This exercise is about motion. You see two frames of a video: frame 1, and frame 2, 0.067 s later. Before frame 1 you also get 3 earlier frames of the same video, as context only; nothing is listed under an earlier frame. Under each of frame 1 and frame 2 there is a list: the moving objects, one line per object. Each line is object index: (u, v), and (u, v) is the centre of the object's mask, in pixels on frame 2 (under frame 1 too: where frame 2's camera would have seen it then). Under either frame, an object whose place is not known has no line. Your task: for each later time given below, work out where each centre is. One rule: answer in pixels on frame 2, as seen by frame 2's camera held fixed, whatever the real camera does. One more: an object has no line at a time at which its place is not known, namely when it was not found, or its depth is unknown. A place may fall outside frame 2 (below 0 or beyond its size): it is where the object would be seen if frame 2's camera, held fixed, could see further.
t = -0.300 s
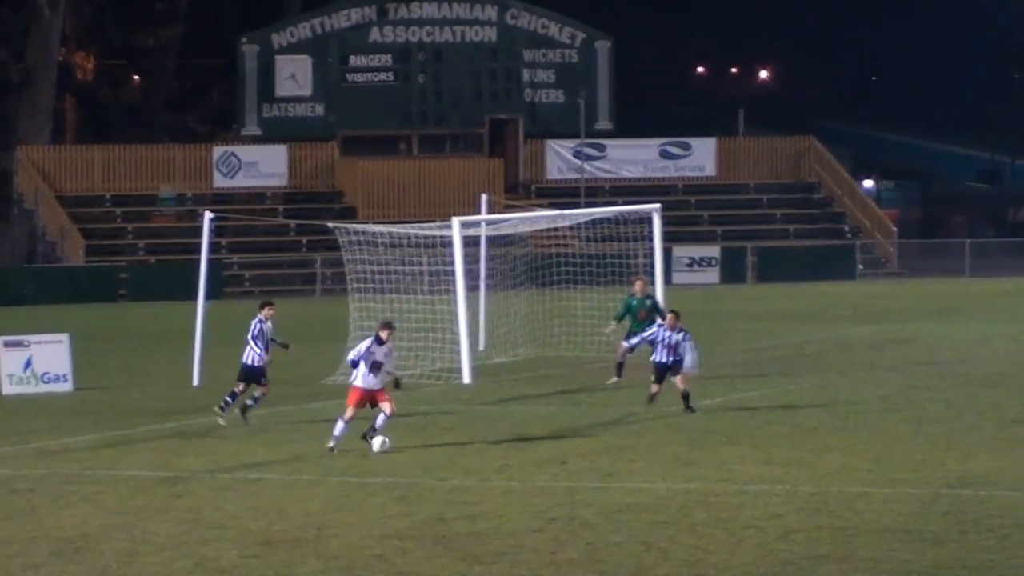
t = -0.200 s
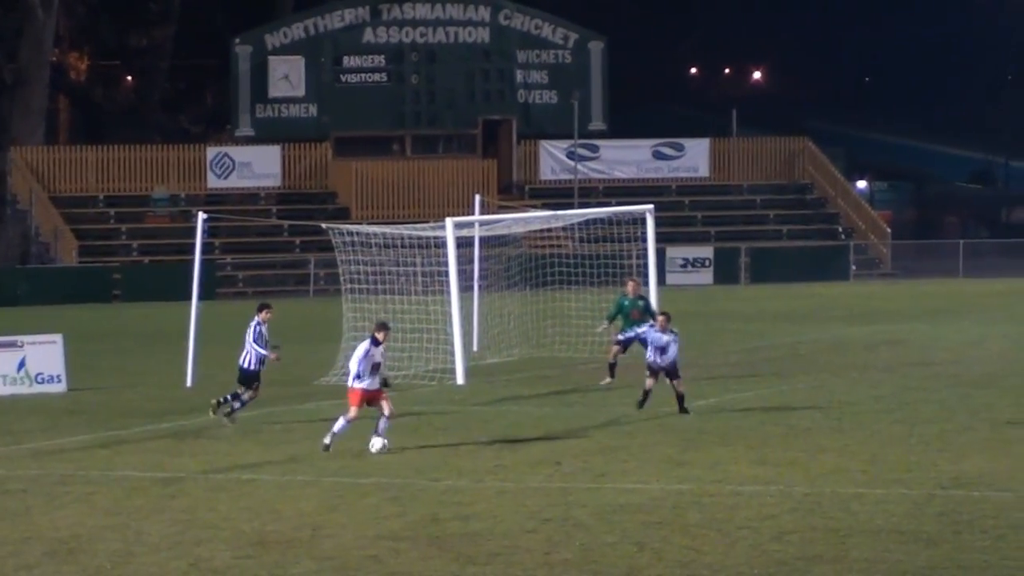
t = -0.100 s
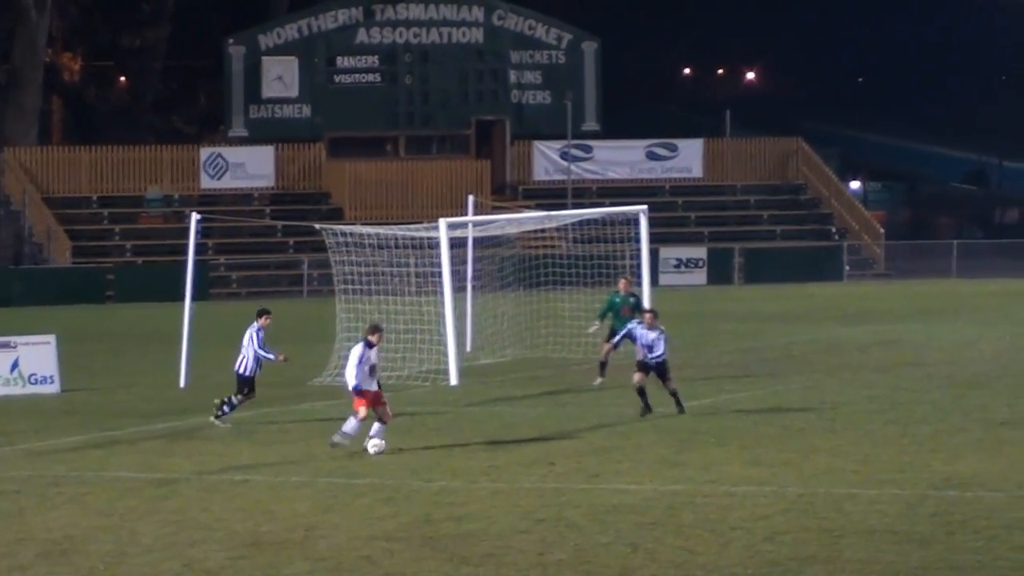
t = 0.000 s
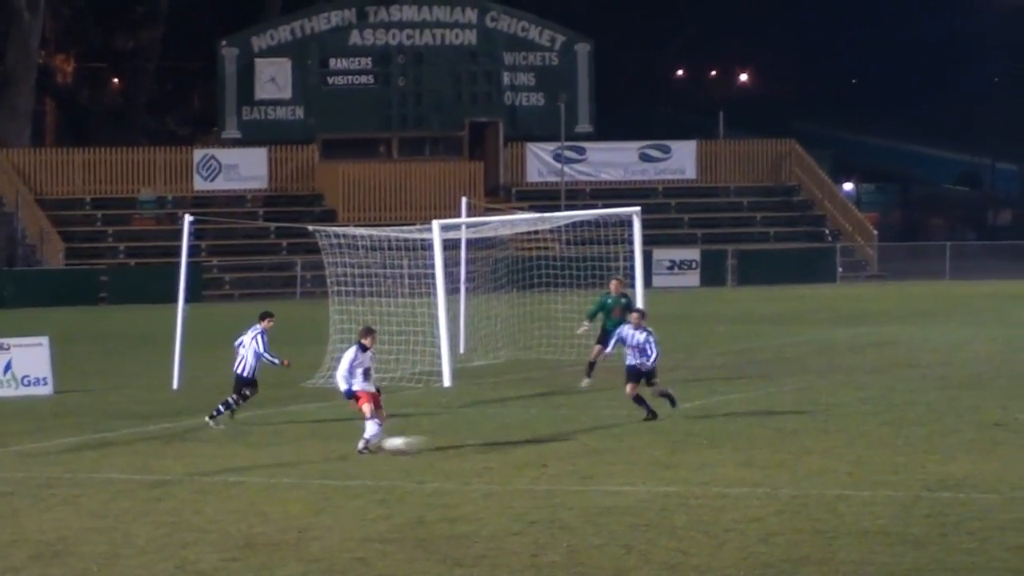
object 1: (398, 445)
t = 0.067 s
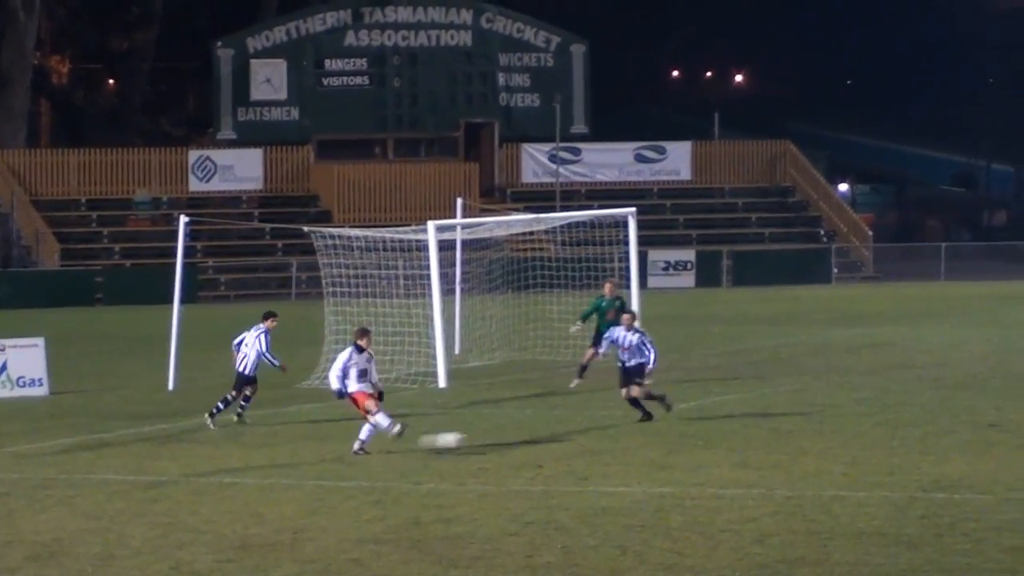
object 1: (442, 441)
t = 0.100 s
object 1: (470, 439)
